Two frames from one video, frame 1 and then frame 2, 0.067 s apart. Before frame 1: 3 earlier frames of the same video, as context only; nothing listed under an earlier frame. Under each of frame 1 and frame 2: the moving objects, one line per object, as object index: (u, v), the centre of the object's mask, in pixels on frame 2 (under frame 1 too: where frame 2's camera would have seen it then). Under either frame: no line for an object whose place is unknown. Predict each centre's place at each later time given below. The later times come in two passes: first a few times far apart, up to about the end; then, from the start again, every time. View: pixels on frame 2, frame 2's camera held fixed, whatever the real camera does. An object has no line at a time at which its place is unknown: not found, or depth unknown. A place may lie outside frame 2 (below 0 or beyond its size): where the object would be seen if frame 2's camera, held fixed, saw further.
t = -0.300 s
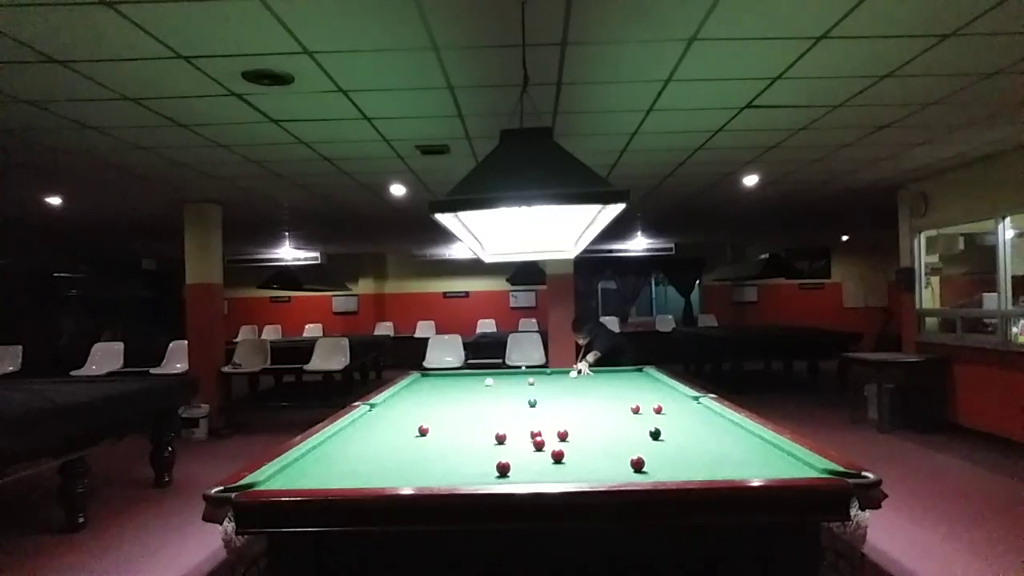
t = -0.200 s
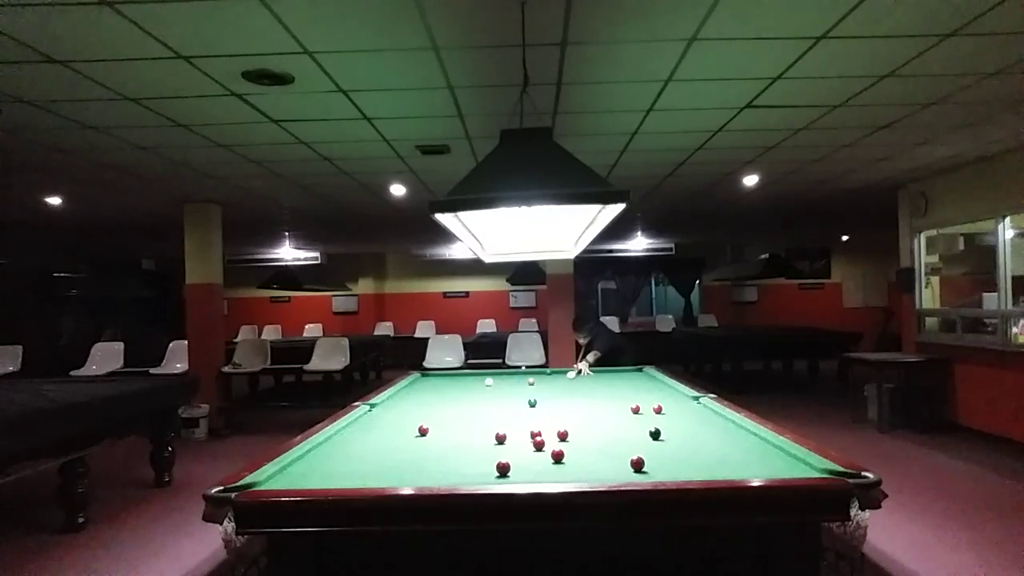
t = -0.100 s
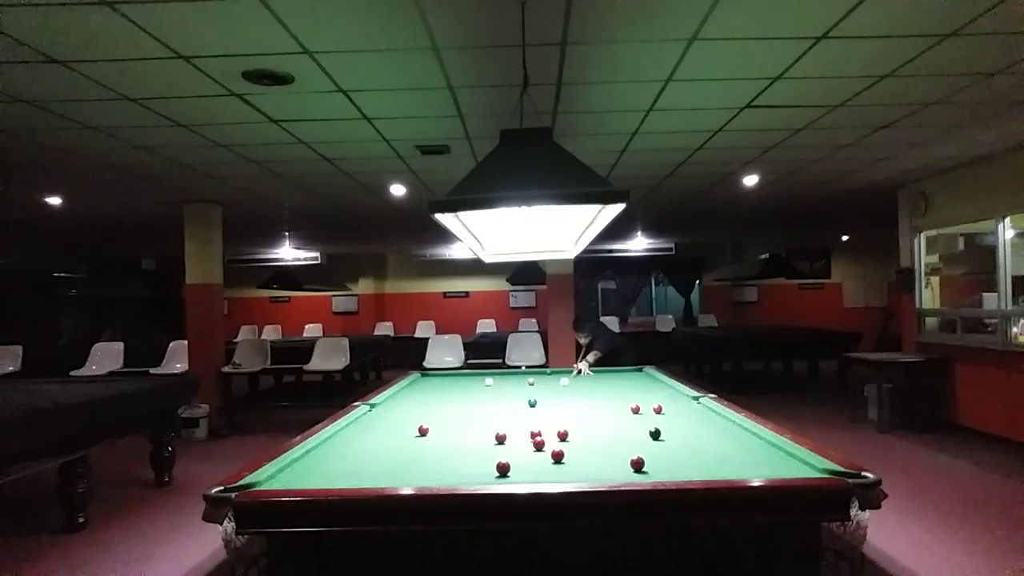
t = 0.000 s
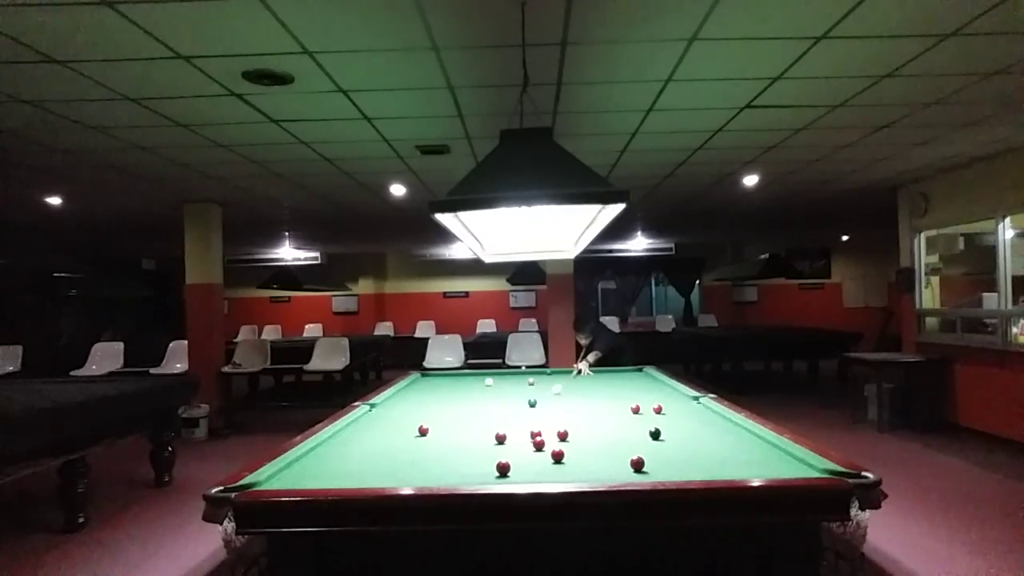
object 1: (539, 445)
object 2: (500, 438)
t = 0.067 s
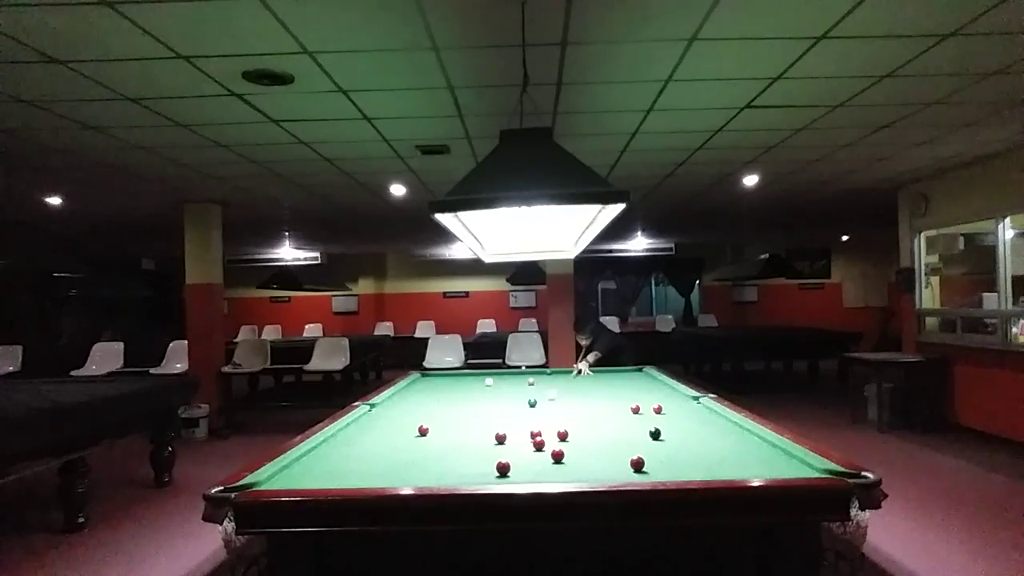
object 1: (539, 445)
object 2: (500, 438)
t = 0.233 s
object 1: (538, 445)
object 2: (500, 438)
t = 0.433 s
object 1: (538, 445)
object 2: (500, 438)
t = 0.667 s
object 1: (566, 453)
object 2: (426, 451)
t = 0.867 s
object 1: (614, 459)
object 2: (357, 464)
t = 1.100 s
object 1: (655, 457)
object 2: (278, 477)
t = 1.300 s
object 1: (684, 459)
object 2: (322, 481)
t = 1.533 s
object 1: (715, 458)
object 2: (384, 476)
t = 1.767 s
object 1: (744, 458)
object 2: (439, 469)
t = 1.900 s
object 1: (760, 458)
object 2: (469, 465)
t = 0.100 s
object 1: (539, 445)
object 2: (500, 438)
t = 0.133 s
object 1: (538, 445)
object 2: (500, 438)
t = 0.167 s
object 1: (538, 445)
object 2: (500, 438)
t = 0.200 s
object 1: (538, 445)
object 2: (500, 438)
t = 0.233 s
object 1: (538, 445)
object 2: (500, 438)
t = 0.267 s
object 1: (538, 445)
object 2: (500, 438)
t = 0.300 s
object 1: (539, 445)
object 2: (500, 438)
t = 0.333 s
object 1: (538, 445)
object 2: (500, 438)
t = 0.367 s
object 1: (538, 445)
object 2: (500, 438)
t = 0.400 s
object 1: (539, 445)
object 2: (500, 438)
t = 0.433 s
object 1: (538, 445)
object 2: (500, 438)
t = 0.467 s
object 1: (539, 445)
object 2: (498, 439)
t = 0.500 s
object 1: (538, 445)
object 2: (485, 441)
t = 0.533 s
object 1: (538, 445)
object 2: (471, 444)
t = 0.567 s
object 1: (544, 447)
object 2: (459, 446)
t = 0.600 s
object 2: (448, 448)
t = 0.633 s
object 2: (437, 450)
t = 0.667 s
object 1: (566, 453)
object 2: (426, 451)
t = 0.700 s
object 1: (573, 454)
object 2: (415, 453)
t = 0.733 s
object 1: (581, 456)
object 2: (404, 455)
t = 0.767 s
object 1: (589, 456)
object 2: (392, 458)
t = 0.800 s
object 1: (597, 458)
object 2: (381, 459)
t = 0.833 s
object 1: (605, 458)
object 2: (370, 461)
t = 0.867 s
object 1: (614, 459)
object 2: (357, 464)
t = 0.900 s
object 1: (621, 460)
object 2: (345, 466)
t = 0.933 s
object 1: (628, 460)
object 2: (333, 468)
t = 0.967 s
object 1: (632, 459)
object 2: (320, 469)
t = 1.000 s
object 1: (637, 458)
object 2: (306, 472)
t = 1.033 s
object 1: (643, 457)
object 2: (294, 474)
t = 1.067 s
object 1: (649, 457)
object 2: (280, 476)
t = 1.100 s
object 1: (655, 457)
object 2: (278, 477)
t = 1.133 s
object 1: (659, 458)
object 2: (285, 478)
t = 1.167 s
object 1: (664, 458)
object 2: (292, 479)
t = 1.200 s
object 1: (669, 459)
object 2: (299, 479)
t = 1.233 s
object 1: (674, 459)
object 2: (306, 480)
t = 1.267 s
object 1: (679, 459)
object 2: (314, 481)
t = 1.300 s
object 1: (684, 459)
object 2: (322, 481)
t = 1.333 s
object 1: (688, 459)
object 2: (331, 481)
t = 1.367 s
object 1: (692, 459)
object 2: (341, 480)
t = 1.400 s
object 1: (697, 459)
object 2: (349, 479)
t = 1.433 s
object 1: (702, 459)
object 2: (358, 478)
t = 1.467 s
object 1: (706, 458)
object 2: (367, 478)
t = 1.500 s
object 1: (711, 458)
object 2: (376, 477)
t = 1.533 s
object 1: (715, 458)
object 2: (384, 476)
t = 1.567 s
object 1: (719, 458)
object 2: (393, 475)
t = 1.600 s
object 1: (724, 458)
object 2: (401, 474)
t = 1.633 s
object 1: (728, 458)
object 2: (409, 474)
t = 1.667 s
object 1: (732, 458)
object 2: (417, 473)
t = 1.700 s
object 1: (736, 458)
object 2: (425, 472)
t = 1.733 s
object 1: (740, 458)
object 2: (432, 470)
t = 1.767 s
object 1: (744, 458)
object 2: (439, 469)
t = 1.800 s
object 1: (749, 458)
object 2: (447, 468)
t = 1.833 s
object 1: (752, 458)
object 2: (455, 467)
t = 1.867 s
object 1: (756, 458)
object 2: (461, 466)
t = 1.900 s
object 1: (760, 458)
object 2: (469, 465)
